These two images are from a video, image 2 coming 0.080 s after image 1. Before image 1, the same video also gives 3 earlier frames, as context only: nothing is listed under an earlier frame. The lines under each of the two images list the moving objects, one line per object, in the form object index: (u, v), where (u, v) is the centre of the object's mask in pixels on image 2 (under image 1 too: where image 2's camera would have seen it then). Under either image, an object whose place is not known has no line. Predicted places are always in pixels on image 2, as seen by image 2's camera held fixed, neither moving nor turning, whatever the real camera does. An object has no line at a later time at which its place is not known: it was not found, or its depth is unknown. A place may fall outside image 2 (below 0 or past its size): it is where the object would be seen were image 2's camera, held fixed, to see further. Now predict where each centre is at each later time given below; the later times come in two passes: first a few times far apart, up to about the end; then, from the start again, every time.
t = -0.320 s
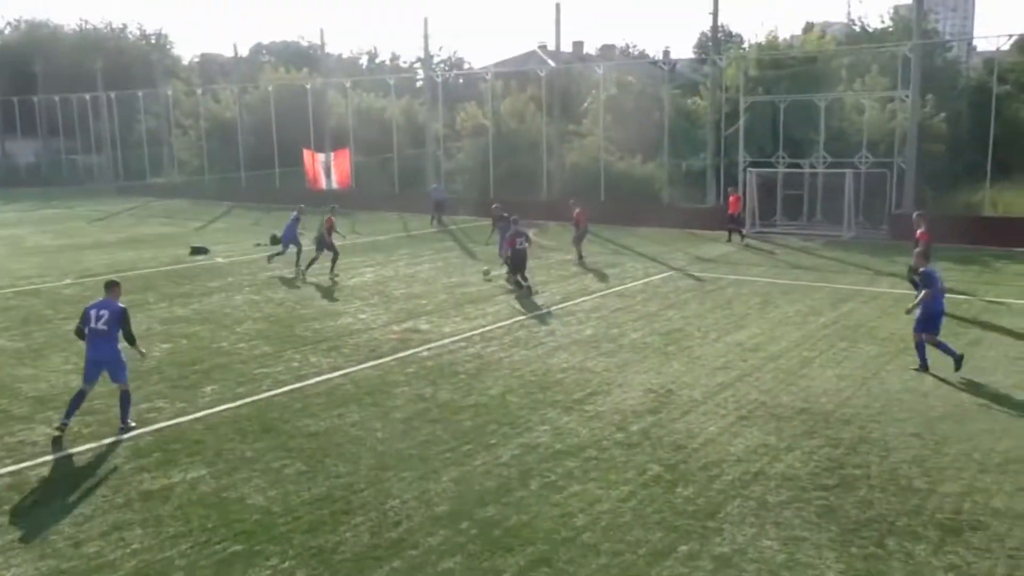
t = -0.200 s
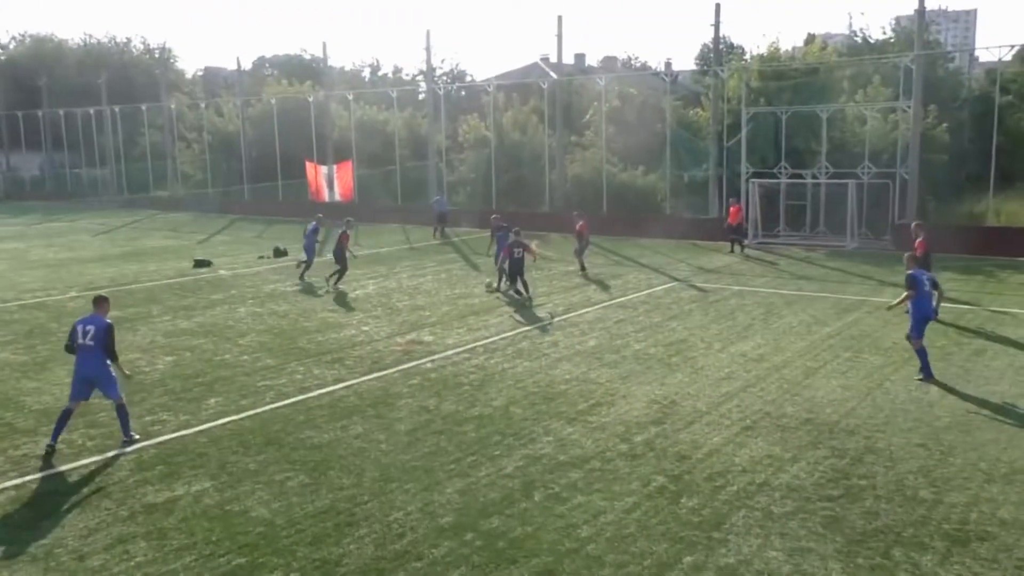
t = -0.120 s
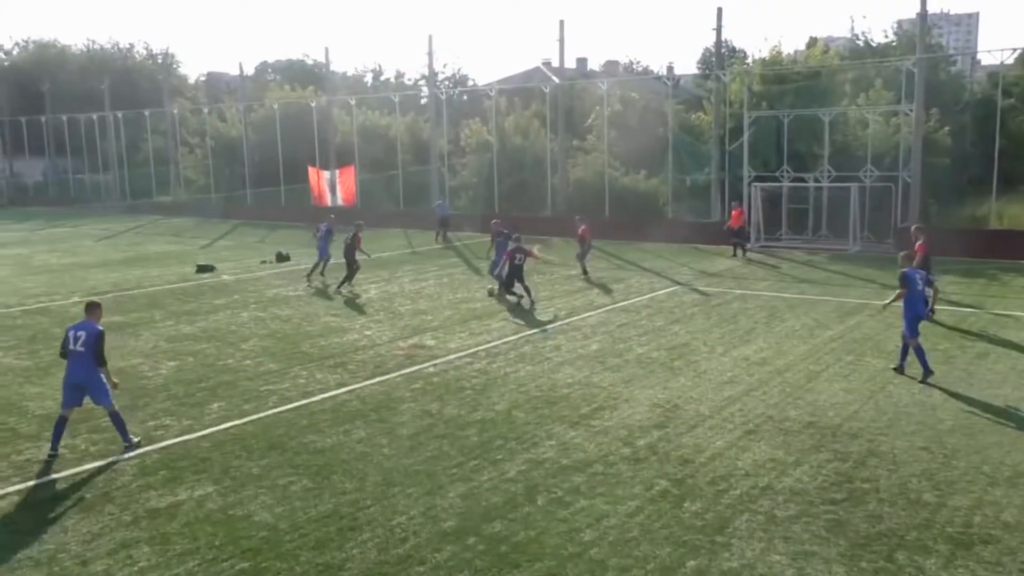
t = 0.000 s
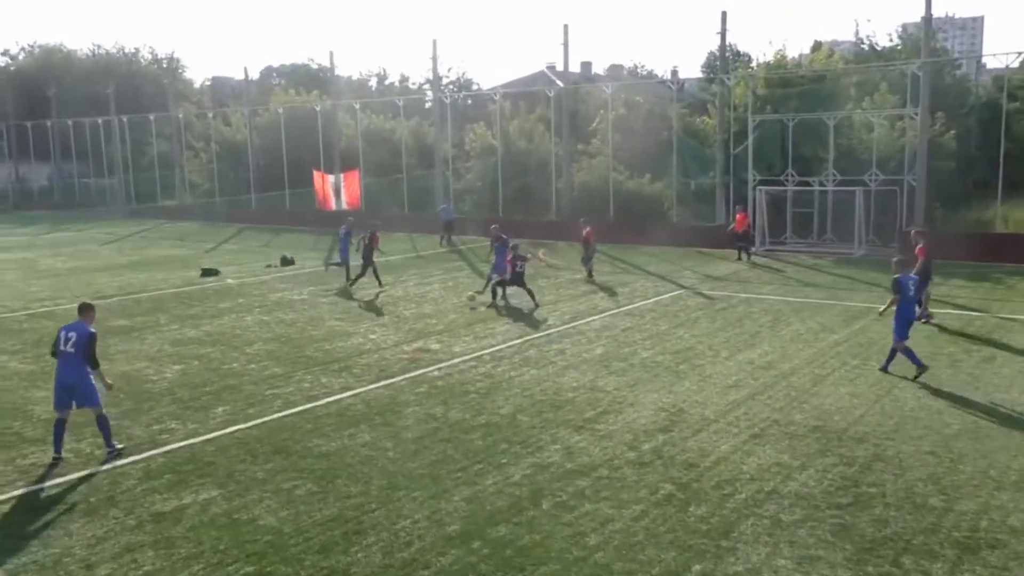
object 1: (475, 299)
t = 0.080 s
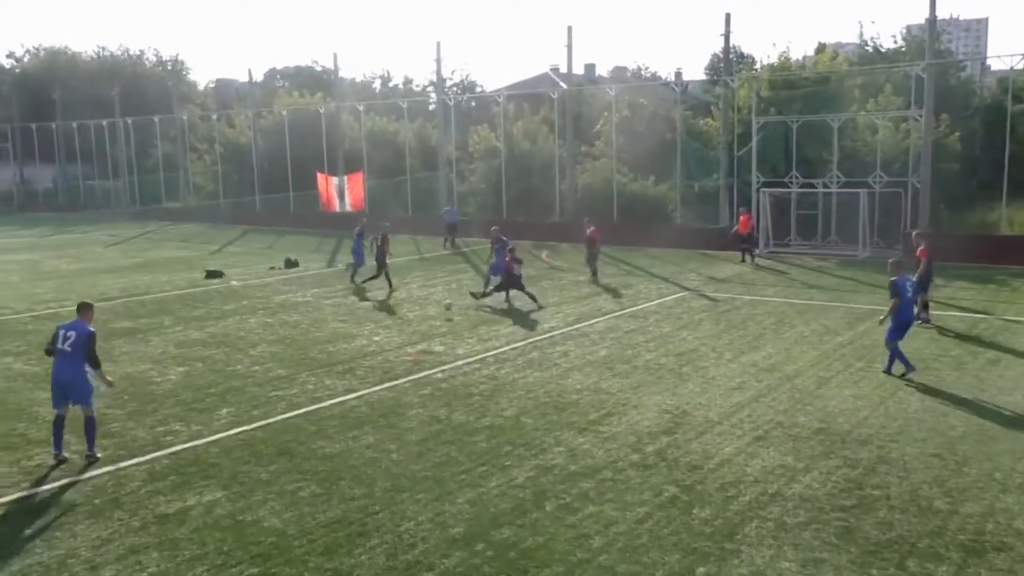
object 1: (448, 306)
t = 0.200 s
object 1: (404, 323)
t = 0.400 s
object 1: (332, 351)
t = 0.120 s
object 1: (434, 310)
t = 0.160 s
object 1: (419, 317)
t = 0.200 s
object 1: (404, 323)
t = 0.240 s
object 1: (389, 333)
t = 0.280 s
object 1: (375, 338)
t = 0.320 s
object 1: (362, 342)
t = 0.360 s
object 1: (347, 347)
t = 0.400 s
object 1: (332, 351)
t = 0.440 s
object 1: (316, 357)
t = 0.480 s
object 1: (302, 361)
